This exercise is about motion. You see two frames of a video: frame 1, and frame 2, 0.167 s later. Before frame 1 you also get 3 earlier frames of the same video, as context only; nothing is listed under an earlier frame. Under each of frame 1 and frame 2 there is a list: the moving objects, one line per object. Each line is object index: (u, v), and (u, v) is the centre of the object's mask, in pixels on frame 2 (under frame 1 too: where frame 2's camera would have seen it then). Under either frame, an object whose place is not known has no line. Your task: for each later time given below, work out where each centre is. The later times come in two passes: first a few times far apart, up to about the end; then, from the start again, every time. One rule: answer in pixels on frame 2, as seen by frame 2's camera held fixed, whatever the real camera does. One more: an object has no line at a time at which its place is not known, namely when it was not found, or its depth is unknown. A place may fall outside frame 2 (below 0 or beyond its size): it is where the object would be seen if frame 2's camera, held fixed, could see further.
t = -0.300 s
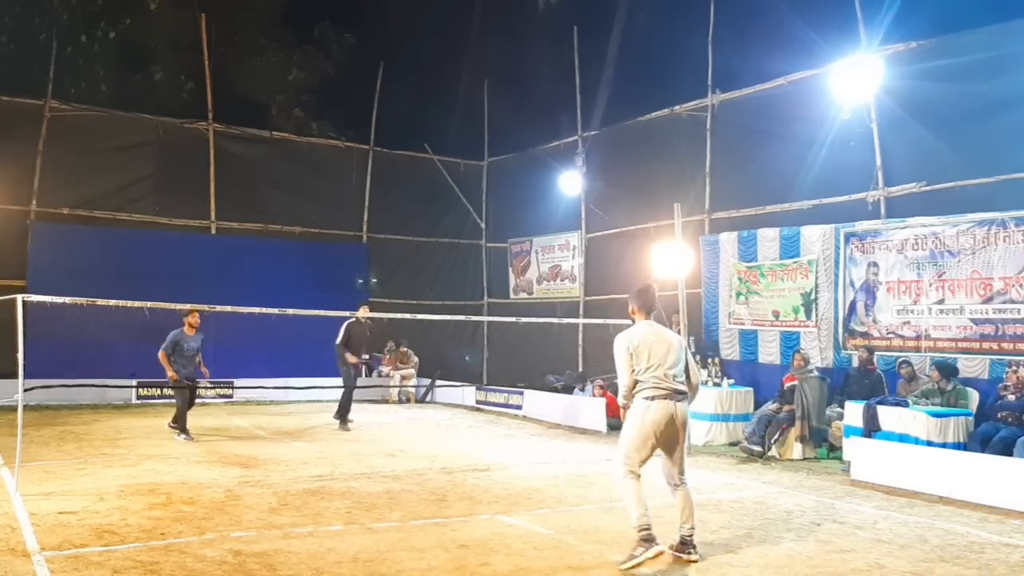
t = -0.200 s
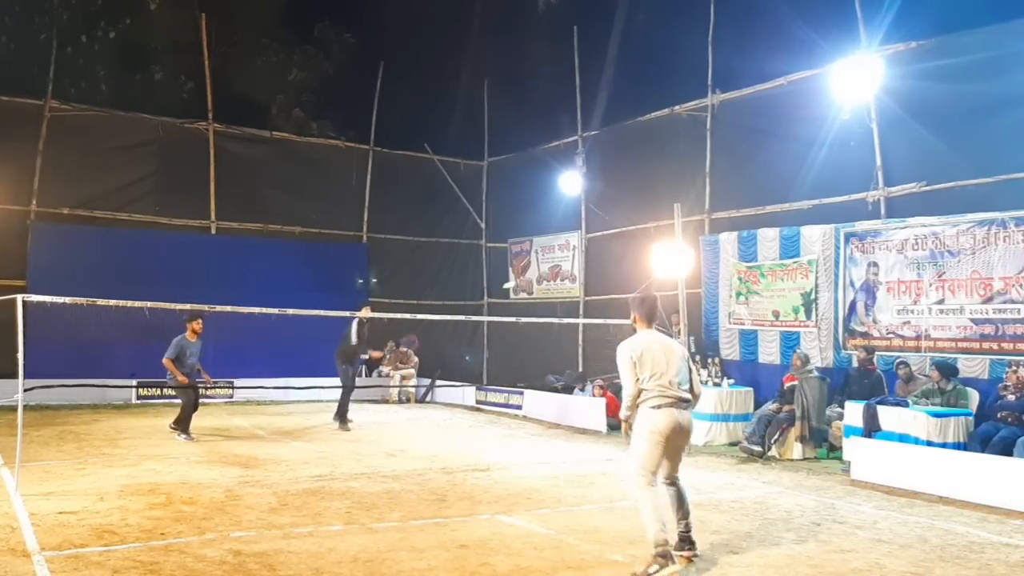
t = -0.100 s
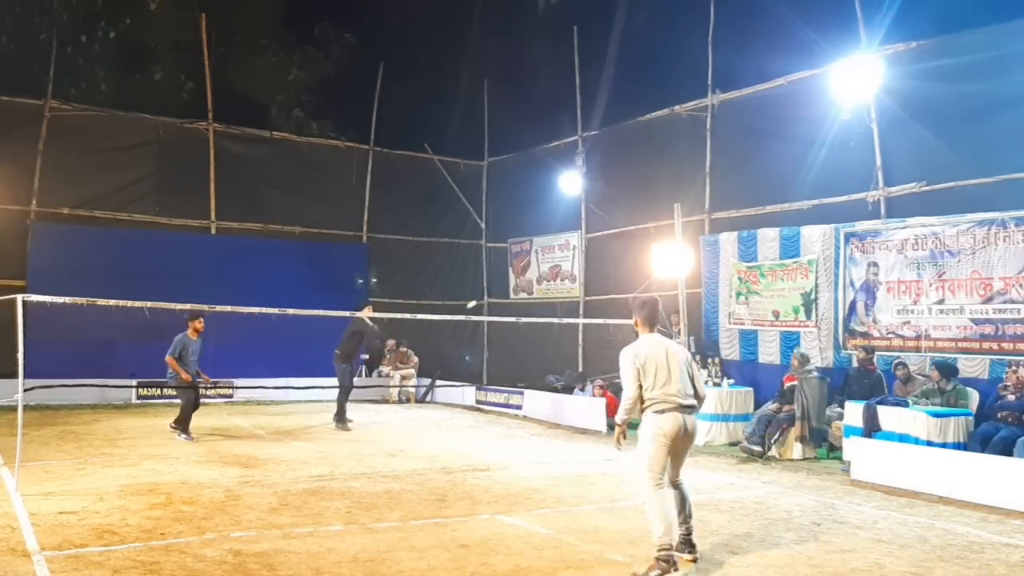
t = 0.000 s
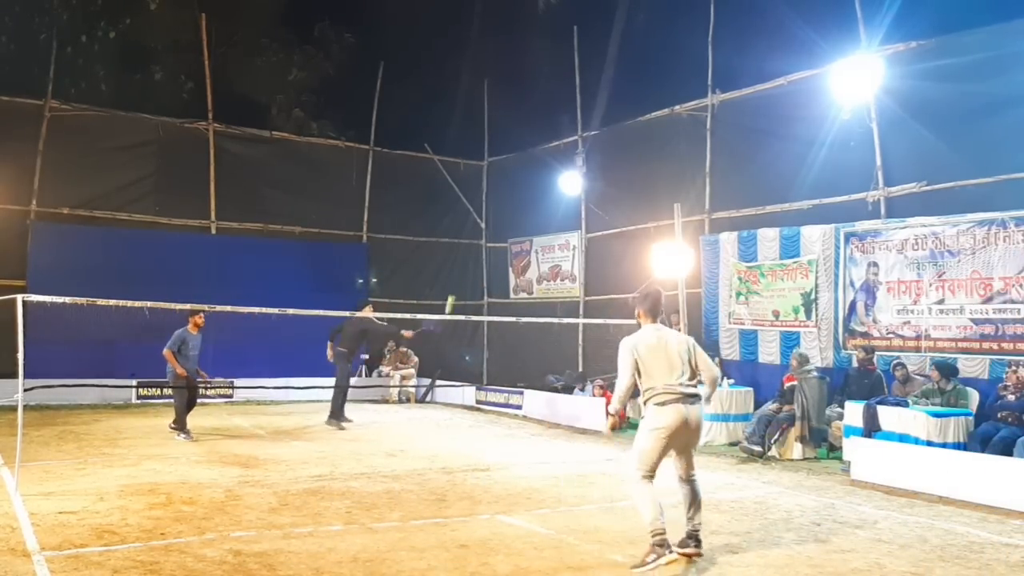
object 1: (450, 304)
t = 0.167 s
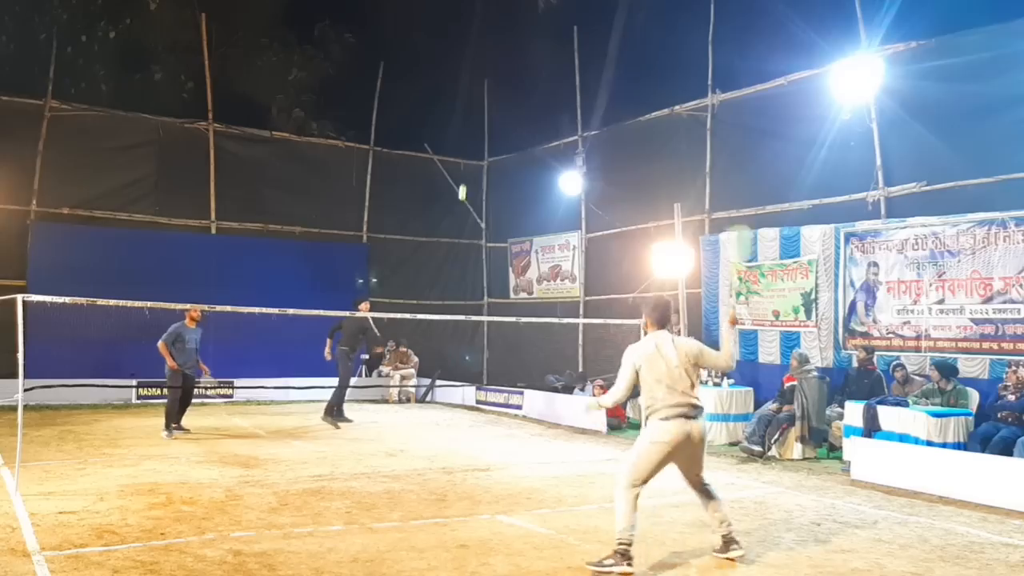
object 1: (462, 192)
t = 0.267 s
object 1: (466, 144)
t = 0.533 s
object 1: (473, 72)
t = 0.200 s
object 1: (463, 174)
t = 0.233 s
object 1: (465, 158)
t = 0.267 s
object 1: (466, 144)
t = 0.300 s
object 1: (467, 130)
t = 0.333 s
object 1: (469, 117)
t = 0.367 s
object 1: (470, 106)
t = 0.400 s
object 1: (470, 97)
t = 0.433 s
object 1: (472, 88)
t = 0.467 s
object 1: (472, 82)
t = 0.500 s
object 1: (472, 76)
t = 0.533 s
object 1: (473, 72)
